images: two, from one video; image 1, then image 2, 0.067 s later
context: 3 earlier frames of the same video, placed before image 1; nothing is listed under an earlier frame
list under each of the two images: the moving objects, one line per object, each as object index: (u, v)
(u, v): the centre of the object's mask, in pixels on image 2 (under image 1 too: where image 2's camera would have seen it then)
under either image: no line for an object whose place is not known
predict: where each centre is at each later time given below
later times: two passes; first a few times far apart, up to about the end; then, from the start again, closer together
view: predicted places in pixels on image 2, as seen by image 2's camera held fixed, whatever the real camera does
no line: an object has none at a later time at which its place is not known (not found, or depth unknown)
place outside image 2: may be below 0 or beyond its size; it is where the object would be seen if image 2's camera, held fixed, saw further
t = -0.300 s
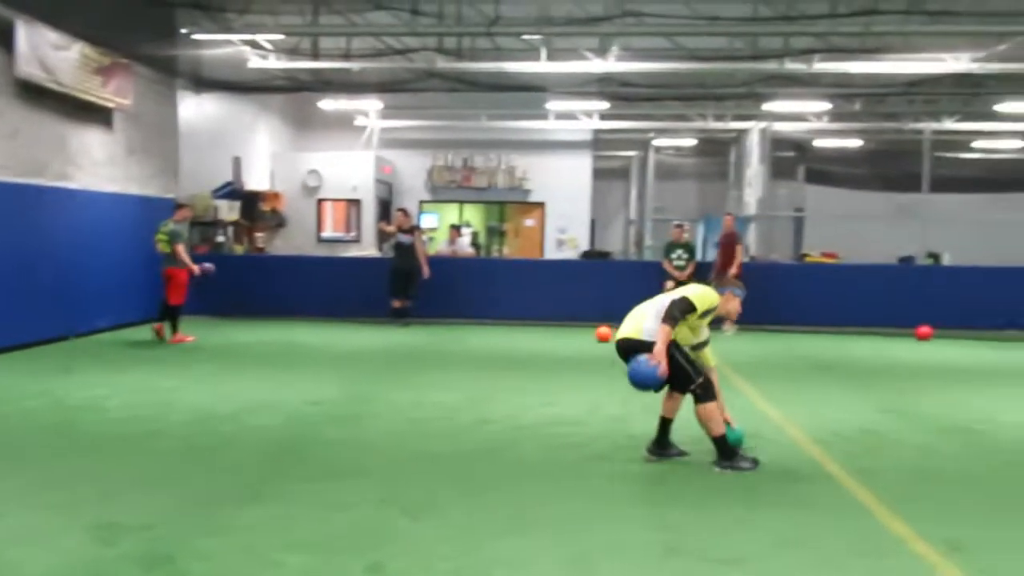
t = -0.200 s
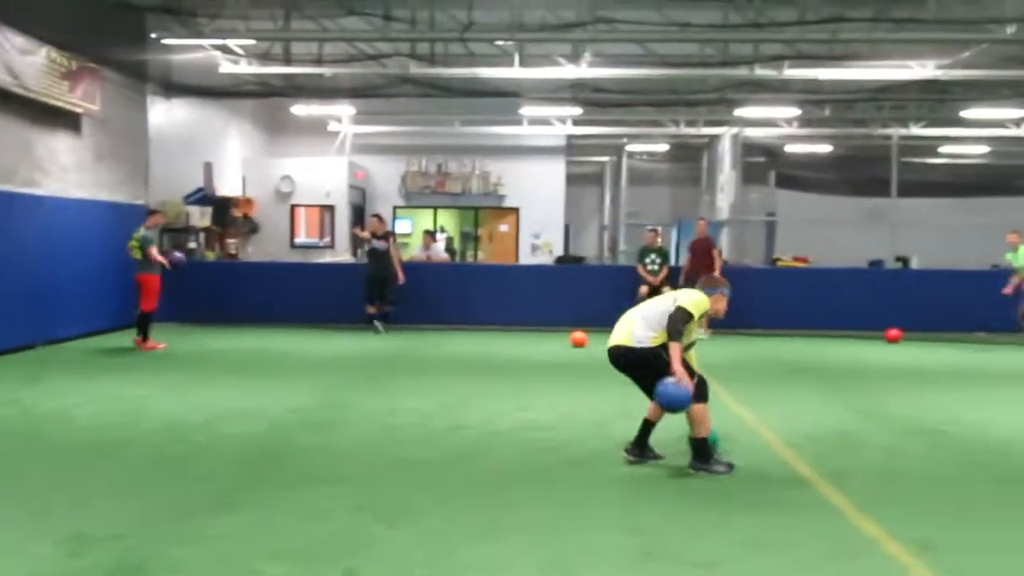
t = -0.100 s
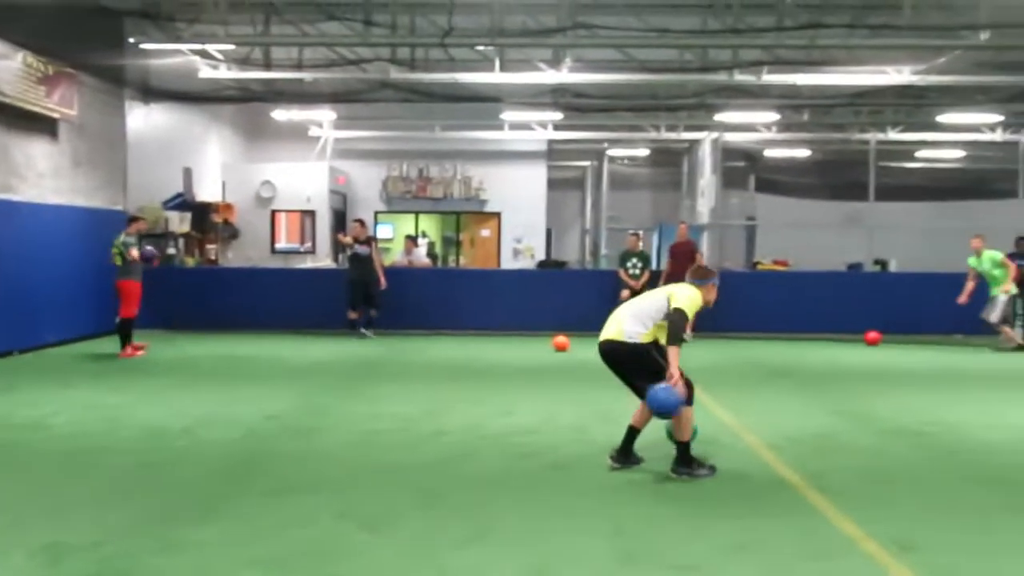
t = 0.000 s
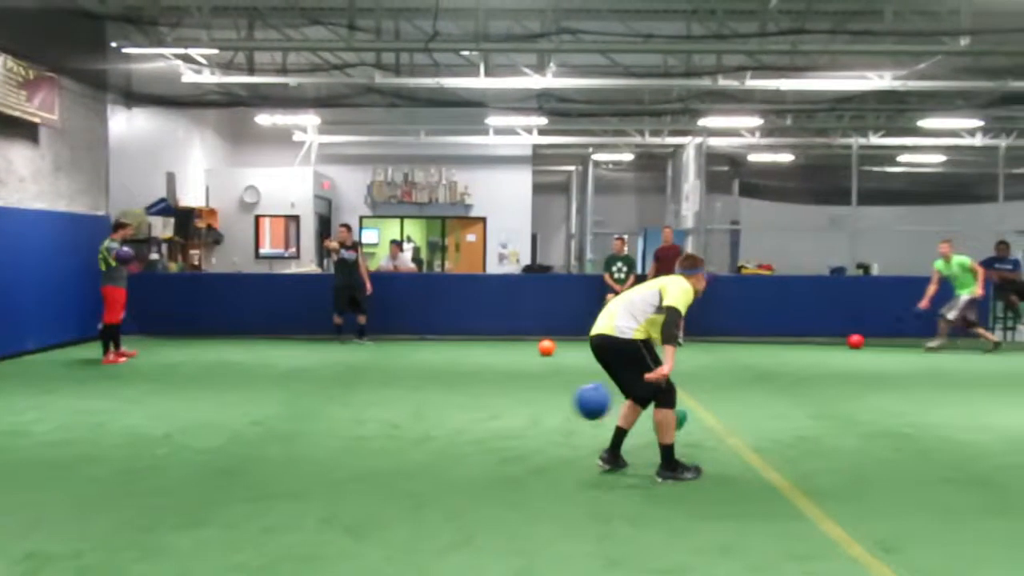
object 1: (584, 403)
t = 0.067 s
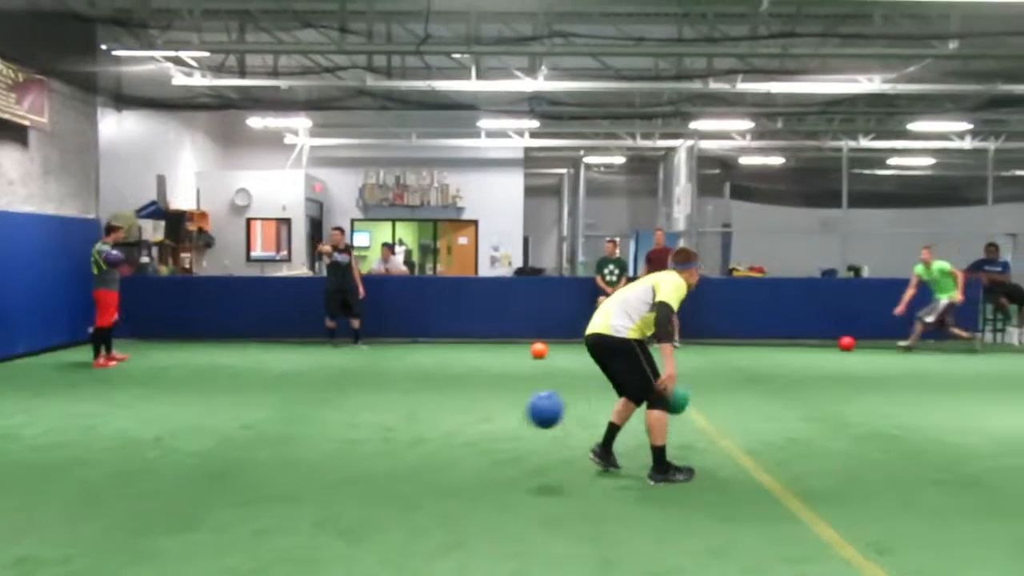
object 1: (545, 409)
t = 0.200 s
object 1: (464, 445)
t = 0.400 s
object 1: (359, 476)
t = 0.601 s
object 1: (275, 477)
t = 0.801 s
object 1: (192, 496)
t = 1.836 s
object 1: (-148, 514)
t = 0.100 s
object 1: (525, 415)
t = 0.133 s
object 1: (504, 424)
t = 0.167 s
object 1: (483, 434)
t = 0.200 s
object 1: (464, 445)
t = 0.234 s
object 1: (443, 458)
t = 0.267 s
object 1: (422, 475)
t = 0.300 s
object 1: (401, 494)
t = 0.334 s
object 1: (387, 494)
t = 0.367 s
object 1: (373, 483)
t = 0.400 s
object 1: (359, 476)
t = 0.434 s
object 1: (345, 472)
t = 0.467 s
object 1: (330, 469)
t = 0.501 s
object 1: (317, 467)
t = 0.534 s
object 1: (303, 469)
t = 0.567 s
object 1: (289, 472)
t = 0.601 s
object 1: (275, 477)
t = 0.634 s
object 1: (260, 483)
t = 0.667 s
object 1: (246, 492)
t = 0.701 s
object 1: (231, 504)
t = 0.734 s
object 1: (218, 505)
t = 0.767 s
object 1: (204, 500)
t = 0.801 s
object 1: (192, 496)
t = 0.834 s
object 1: (178, 495)
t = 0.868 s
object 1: (165, 496)
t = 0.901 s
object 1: (152, 500)
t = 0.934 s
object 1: (139, 506)
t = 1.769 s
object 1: (-134, 515)
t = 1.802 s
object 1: (-142, 515)
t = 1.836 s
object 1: (-148, 514)
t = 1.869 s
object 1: (-153, 515)
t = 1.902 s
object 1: (-158, 514)
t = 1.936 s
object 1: (-163, 513)
